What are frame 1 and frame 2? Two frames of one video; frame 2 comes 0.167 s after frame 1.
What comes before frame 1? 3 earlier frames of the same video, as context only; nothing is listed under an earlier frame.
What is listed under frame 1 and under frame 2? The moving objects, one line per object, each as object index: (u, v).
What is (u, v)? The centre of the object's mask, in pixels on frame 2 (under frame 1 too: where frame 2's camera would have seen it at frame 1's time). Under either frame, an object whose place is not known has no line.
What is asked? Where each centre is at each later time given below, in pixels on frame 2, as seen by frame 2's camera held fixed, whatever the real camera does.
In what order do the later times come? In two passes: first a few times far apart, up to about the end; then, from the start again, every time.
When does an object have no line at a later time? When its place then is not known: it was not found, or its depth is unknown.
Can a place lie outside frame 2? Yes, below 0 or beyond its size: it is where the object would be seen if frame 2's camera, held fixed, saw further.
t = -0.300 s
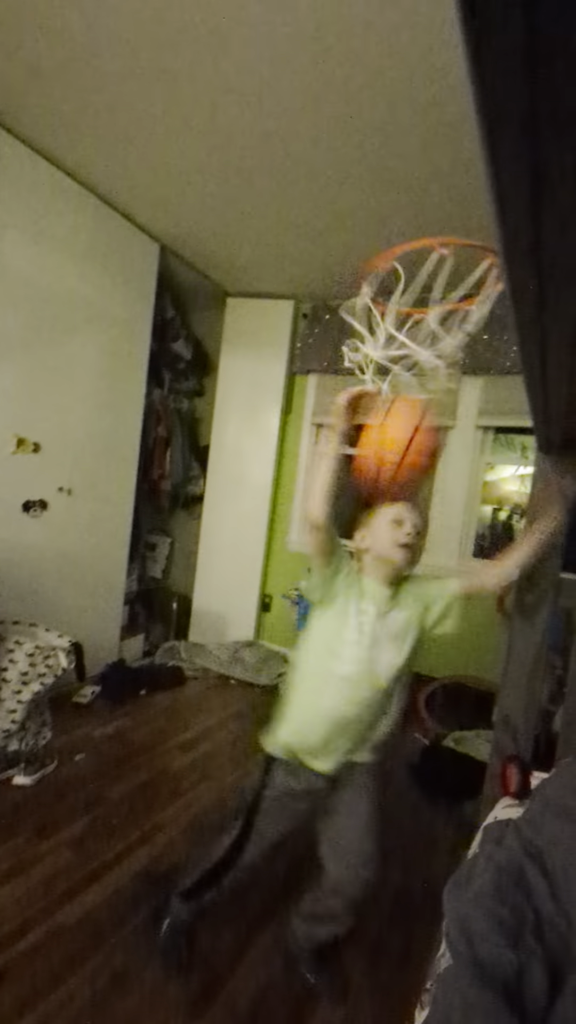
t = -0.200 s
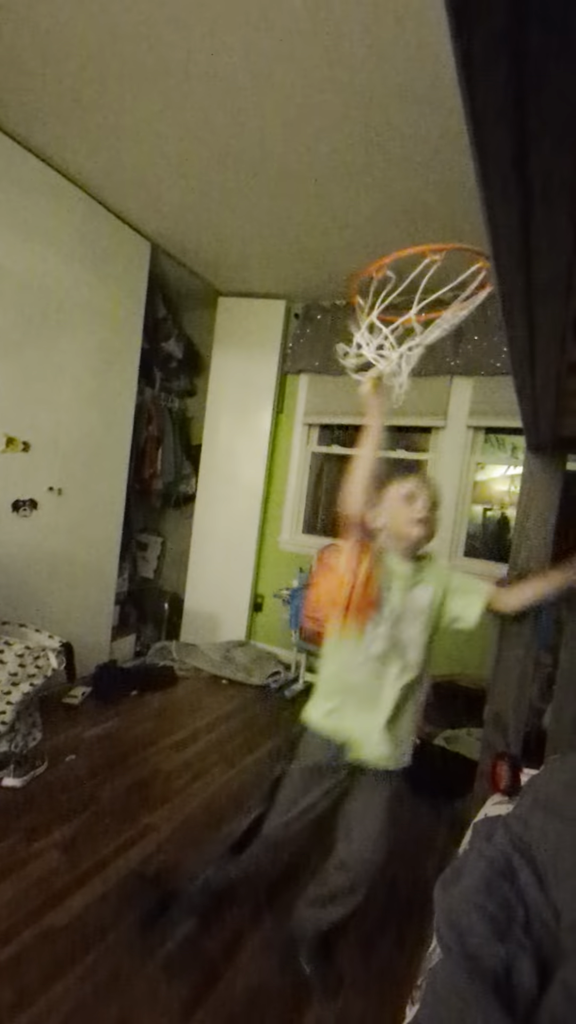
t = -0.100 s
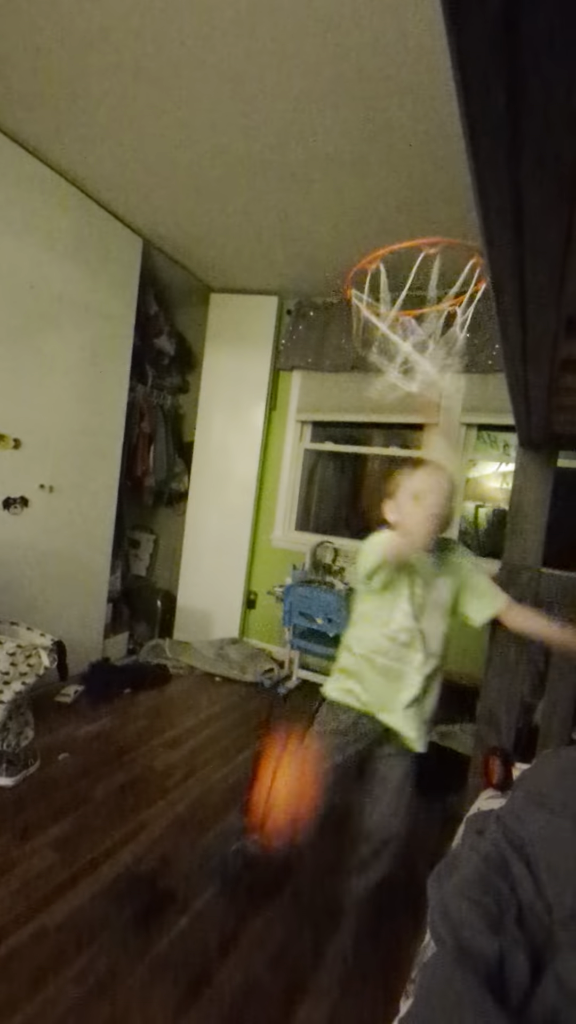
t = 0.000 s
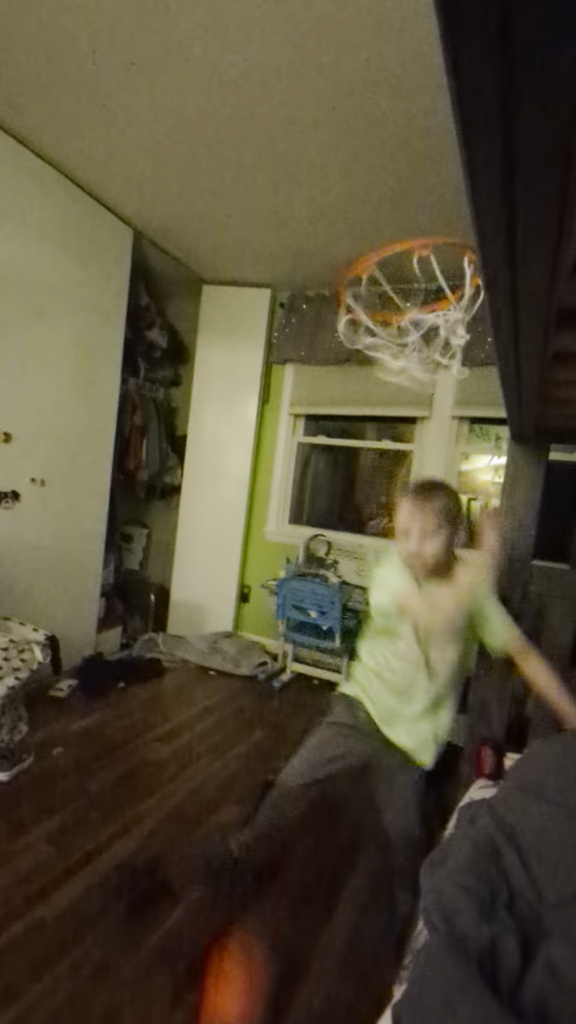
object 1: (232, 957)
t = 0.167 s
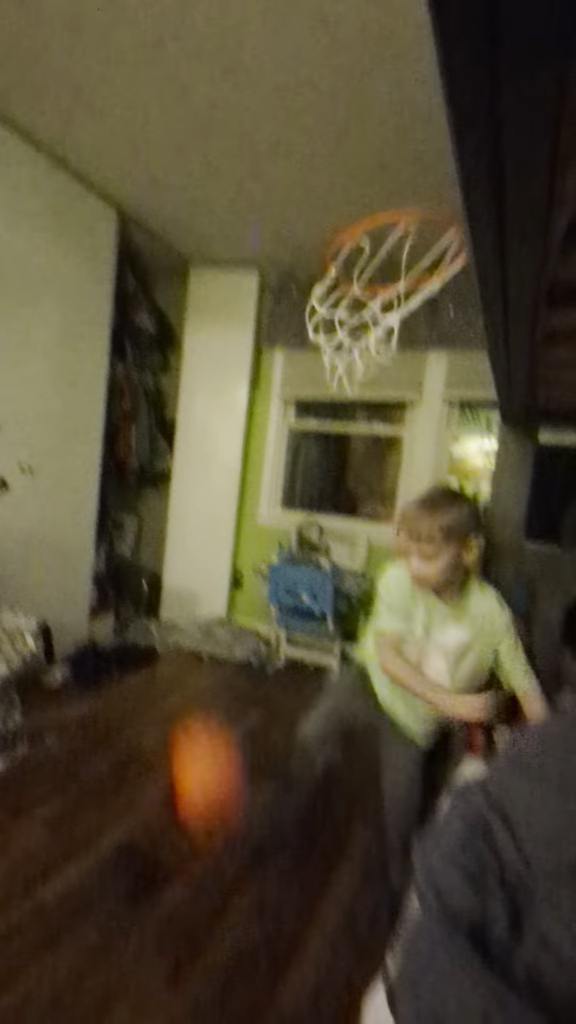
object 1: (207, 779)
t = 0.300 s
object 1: (181, 623)
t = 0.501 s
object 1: (132, 578)
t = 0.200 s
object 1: (201, 731)
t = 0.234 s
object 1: (194, 686)
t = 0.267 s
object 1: (188, 652)
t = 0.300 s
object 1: (181, 623)
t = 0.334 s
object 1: (174, 600)
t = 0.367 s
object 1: (166, 583)
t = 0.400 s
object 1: (158, 573)
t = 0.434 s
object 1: (150, 570)
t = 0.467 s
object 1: (141, 571)
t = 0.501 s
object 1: (132, 578)
